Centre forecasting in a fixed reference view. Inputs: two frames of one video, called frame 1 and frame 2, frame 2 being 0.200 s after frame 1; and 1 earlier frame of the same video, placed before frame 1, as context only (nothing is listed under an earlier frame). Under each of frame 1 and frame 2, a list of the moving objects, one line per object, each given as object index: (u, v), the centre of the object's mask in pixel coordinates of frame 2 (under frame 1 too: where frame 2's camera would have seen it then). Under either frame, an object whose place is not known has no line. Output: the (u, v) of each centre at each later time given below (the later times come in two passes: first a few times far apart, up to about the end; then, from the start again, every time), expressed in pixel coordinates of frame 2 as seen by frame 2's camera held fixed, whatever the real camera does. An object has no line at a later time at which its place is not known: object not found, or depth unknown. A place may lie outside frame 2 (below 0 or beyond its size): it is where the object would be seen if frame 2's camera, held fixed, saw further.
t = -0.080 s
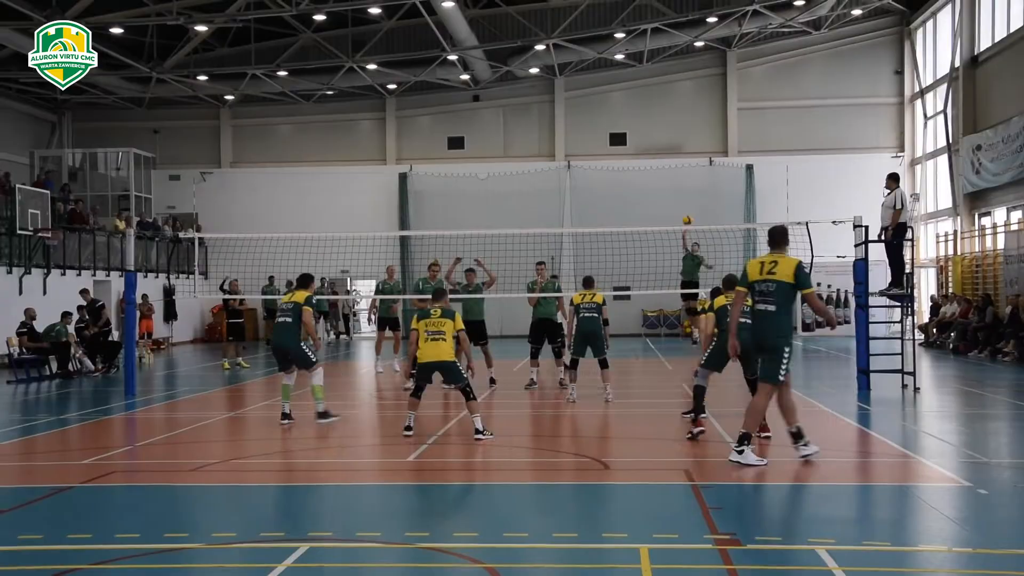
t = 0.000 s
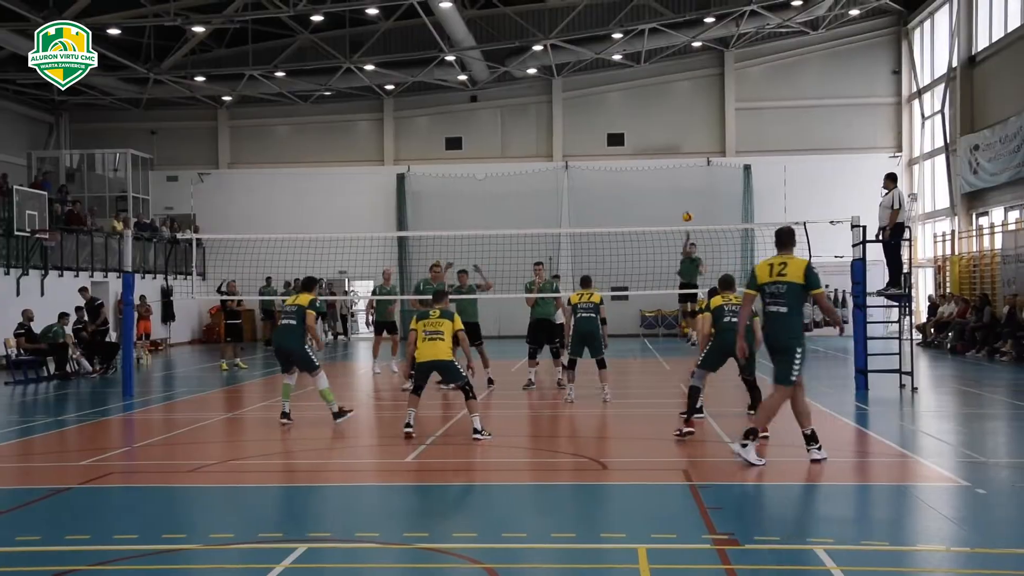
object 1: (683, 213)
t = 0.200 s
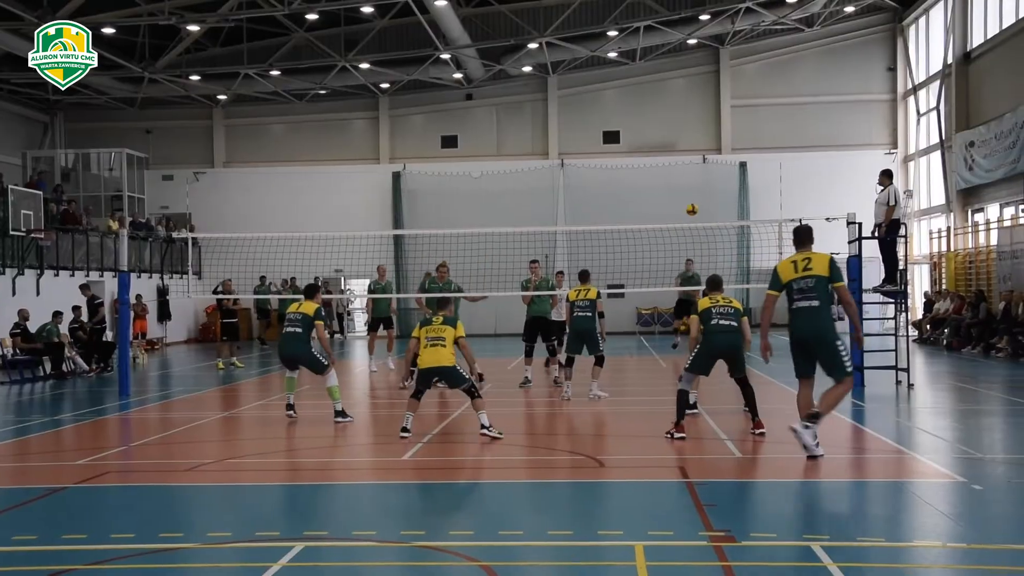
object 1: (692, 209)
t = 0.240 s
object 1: (694, 210)
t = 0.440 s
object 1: (699, 215)
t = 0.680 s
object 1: (694, 199)
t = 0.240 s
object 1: (694, 210)
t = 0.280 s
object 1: (696, 212)
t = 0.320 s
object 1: (698, 214)
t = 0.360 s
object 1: (700, 217)
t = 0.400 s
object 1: (701, 220)
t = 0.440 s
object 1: (699, 215)
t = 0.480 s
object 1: (698, 209)
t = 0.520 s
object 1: (698, 205)
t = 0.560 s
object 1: (696, 202)
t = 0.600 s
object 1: (696, 200)
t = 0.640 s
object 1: (695, 199)
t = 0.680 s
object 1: (694, 199)
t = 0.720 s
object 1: (693, 200)
